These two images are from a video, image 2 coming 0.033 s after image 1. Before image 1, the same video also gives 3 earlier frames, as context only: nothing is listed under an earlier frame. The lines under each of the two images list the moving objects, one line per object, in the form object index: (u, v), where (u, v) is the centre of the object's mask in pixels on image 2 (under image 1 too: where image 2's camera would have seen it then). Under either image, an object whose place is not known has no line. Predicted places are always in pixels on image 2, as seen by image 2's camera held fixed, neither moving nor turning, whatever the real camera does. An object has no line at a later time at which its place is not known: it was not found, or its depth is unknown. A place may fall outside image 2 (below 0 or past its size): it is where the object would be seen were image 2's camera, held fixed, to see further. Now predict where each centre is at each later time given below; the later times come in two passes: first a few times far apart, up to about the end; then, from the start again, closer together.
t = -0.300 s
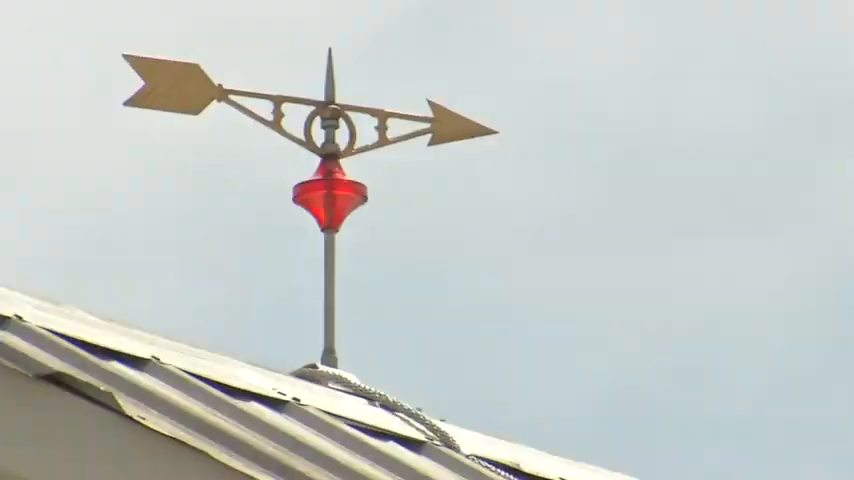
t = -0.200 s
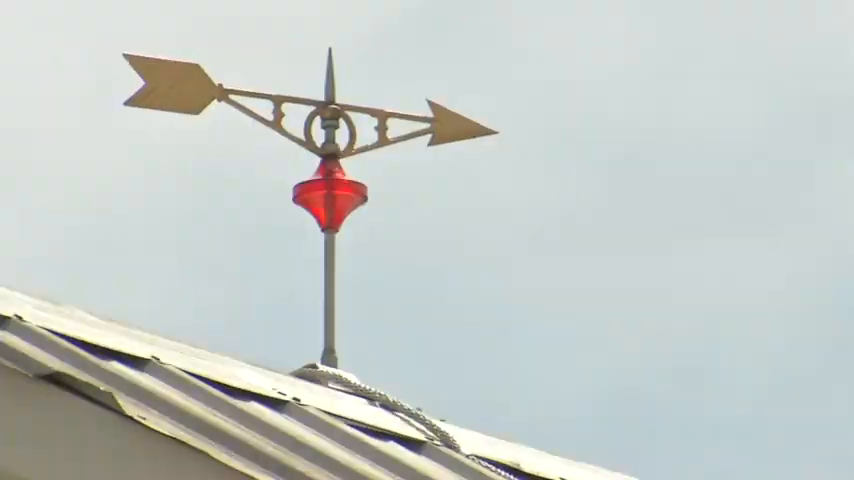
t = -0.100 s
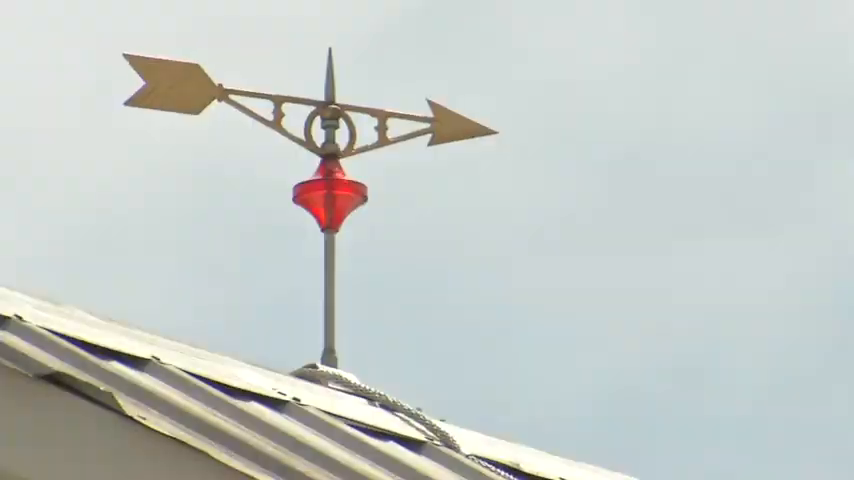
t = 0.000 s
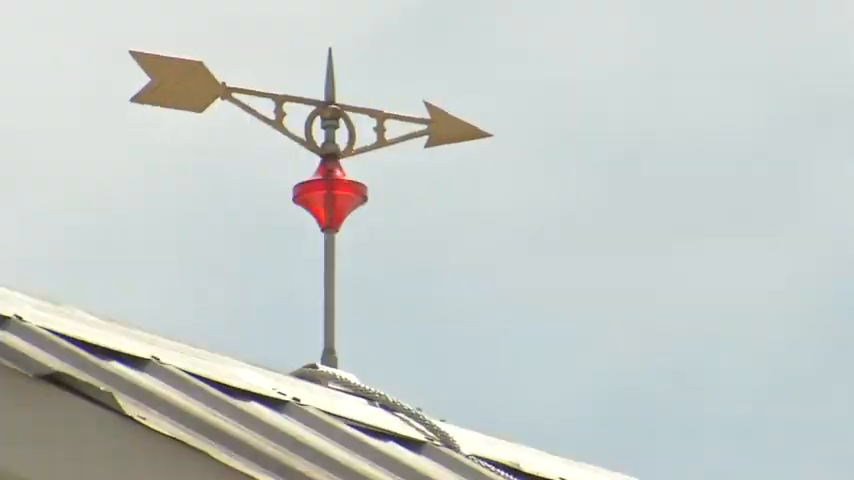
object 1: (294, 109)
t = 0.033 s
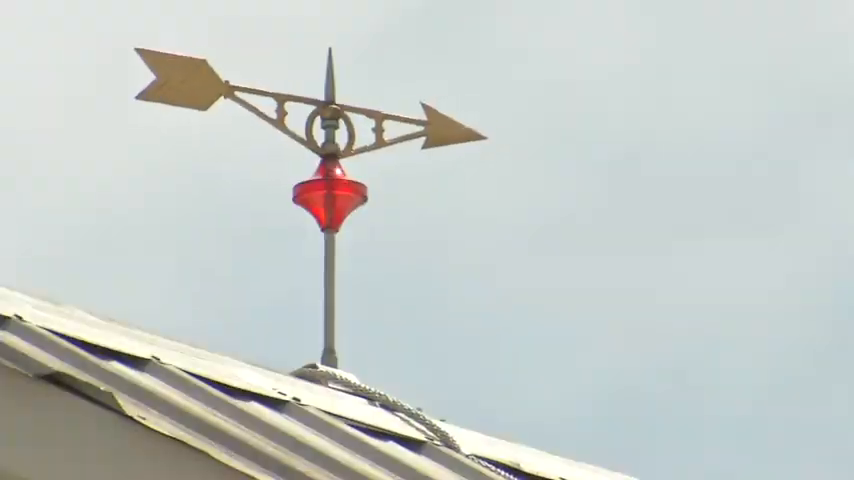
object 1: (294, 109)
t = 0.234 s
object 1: (299, 106)
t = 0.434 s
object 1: (306, 106)
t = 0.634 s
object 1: (306, 106)
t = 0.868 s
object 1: (300, 106)
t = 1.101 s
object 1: (291, 111)
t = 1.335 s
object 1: (290, 115)
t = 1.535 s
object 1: (291, 117)
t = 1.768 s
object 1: (290, 116)
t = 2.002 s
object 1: (290, 115)
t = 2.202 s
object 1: (290, 114)
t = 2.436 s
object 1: (291, 113)
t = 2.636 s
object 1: (291, 112)
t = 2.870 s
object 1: (291, 113)
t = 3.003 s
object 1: (290, 113)
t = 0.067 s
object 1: (295, 108)
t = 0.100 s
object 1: (296, 108)
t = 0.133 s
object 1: (297, 107)
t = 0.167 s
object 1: (297, 107)
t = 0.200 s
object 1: (298, 107)
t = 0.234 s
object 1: (299, 106)
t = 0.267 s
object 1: (300, 106)
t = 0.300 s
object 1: (301, 106)
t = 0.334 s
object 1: (302, 105)
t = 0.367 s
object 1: (302, 105)
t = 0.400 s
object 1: (303, 105)
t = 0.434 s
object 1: (306, 106)
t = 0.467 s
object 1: (306, 106)
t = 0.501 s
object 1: (307, 106)
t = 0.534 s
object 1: (307, 106)
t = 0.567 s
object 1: (307, 106)
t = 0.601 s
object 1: (307, 106)
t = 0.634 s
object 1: (306, 106)
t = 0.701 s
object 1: (305, 106)
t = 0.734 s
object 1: (303, 104)
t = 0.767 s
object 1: (303, 104)
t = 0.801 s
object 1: (302, 105)
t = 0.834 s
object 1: (300, 106)
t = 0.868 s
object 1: (300, 106)
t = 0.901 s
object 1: (299, 106)
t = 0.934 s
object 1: (297, 107)
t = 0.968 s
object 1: (296, 108)
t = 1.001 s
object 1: (294, 108)
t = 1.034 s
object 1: (293, 110)
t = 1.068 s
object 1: (293, 110)
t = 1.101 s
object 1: (291, 111)
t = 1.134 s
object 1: (290, 112)
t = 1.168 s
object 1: (290, 112)
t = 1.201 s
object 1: (290, 113)
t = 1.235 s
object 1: (290, 114)
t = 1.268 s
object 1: (289, 114)
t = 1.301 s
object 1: (290, 115)
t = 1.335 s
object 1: (290, 115)
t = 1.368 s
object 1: (290, 116)
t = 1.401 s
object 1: (291, 116)
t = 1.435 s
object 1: (291, 116)
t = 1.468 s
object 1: (291, 116)
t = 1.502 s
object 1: (291, 117)
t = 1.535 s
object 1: (291, 117)
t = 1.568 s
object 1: (291, 117)
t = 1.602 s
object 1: (291, 117)
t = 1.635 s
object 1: (291, 116)
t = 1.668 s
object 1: (291, 116)
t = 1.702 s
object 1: (291, 116)
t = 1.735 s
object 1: (290, 116)
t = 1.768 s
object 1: (290, 116)
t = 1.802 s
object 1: (290, 115)
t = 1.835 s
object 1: (290, 115)
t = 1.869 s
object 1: (290, 115)
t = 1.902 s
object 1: (290, 115)
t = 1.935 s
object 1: (290, 115)
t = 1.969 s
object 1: (290, 115)
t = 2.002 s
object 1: (290, 115)
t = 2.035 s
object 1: (290, 114)
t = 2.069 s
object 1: (290, 114)
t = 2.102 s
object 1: (290, 114)
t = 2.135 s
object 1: (290, 114)
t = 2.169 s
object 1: (290, 114)
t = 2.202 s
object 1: (290, 114)
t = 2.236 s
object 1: (290, 114)
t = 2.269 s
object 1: (290, 114)
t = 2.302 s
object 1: (290, 114)
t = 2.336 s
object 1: (290, 114)
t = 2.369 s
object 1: (290, 113)
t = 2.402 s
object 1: (291, 113)
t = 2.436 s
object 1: (291, 113)
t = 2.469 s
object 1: (291, 113)
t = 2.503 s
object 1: (291, 113)
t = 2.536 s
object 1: (291, 113)
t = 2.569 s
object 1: (291, 113)
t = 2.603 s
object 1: (291, 112)
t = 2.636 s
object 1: (291, 112)
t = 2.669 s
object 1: (291, 112)
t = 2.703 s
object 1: (291, 112)
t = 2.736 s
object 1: (291, 113)
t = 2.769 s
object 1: (291, 113)
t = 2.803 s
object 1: (291, 113)
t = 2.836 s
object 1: (291, 113)
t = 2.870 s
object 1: (291, 113)
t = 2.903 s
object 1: (290, 113)
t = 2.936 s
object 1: (290, 113)
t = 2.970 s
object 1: (290, 113)
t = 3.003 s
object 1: (290, 113)
